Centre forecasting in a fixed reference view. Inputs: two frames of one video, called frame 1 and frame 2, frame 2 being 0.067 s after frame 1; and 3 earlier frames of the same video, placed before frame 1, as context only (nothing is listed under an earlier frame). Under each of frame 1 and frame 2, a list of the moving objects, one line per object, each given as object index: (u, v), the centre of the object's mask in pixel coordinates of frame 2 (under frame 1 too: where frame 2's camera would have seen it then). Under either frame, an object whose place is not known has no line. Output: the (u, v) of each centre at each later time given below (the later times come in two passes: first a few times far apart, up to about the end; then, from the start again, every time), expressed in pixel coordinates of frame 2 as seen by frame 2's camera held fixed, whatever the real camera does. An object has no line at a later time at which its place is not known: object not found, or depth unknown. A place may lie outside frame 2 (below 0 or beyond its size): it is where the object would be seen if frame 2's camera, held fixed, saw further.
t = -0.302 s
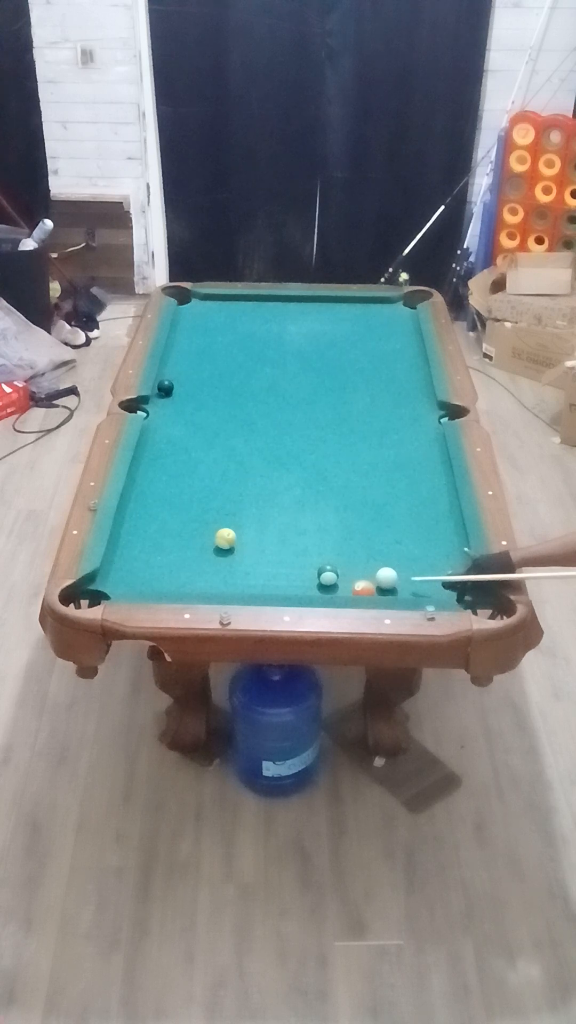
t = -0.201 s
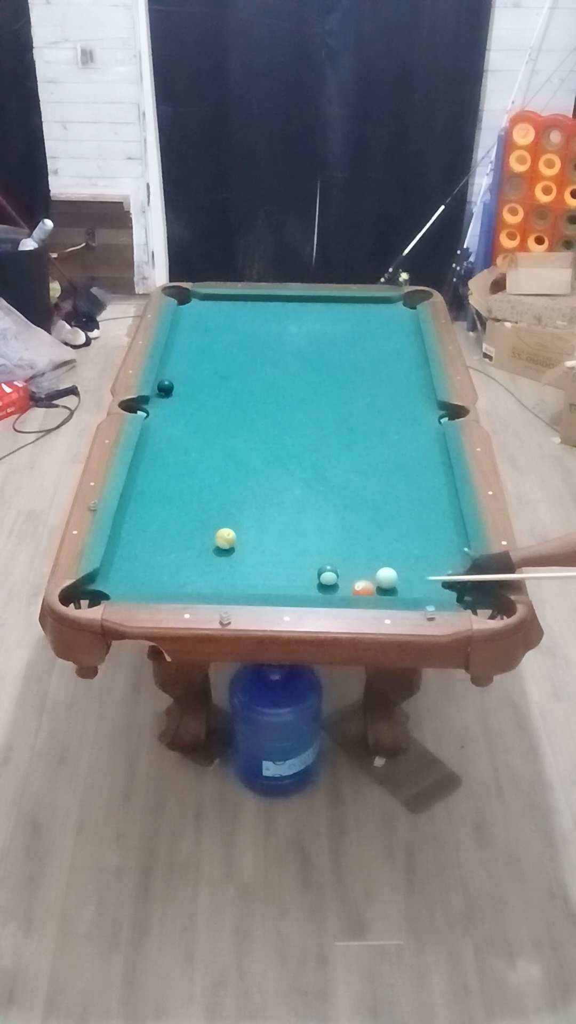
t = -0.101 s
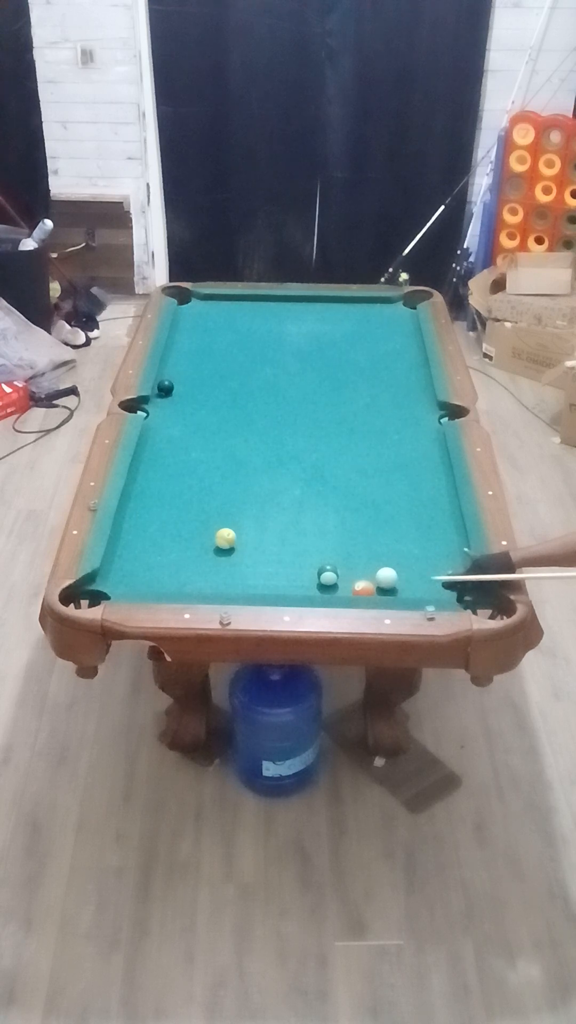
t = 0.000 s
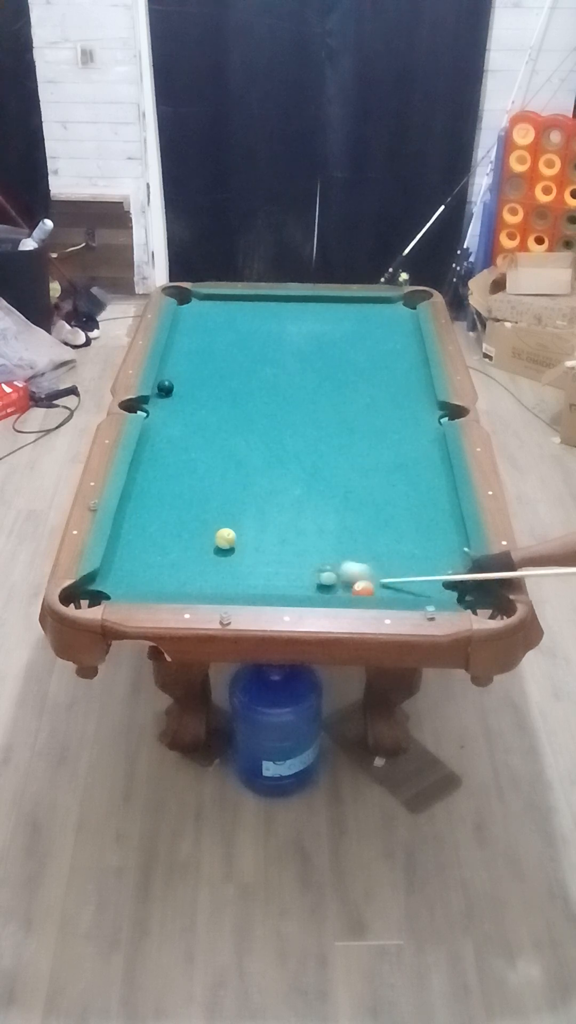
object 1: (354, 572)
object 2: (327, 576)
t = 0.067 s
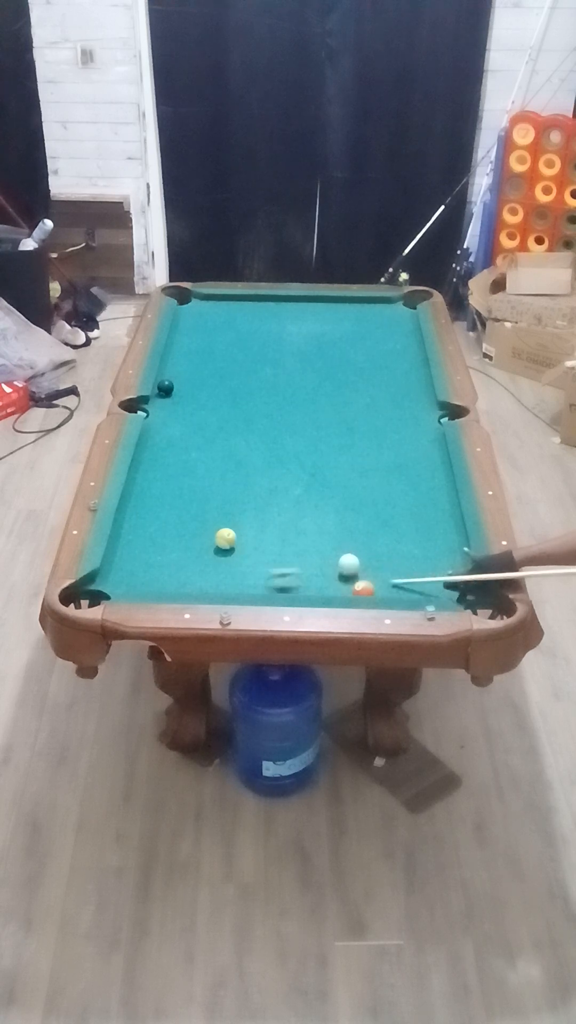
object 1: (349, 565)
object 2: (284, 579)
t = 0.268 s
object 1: (353, 546)
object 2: (171, 583)
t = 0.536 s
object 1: (358, 524)
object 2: (91, 602)
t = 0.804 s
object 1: (363, 505)
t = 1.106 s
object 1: (368, 487)
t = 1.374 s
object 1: (372, 473)
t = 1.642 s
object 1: (375, 461)
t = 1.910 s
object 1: (378, 451)
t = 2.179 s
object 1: (380, 442)
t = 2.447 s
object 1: (380, 436)
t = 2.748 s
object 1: (379, 431)
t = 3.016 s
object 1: (378, 428)
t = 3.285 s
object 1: (377, 427)
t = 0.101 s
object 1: (349, 562)
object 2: (264, 582)
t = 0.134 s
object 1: (350, 559)
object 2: (243, 582)
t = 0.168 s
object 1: (351, 555)
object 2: (226, 582)
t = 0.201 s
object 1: (351, 552)
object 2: (206, 582)
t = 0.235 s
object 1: (352, 549)
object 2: (190, 582)
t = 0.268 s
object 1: (353, 546)
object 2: (171, 583)
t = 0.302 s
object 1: (354, 543)
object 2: (151, 584)
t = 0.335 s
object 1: (354, 541)
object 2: (134, 582)
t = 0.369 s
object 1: (355, 538)
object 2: (117, 584)
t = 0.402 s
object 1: (355, 535)
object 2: (102, 583)
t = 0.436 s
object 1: (356, 532)
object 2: (91, 583)
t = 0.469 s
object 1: (357, 530)
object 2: (91, 588)
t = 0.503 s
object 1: (357, 527)
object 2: (93, 594)
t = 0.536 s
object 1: (358, 524)
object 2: (91, 602)
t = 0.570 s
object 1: (359, 522)
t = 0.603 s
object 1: (359, 519)
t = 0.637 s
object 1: (360, 517)
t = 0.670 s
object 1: (360, 514)
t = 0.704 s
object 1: (361, 512)
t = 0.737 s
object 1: (362, 509)
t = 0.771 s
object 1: (362, 507)
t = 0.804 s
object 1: (363, 505)
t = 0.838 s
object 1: (363, 503)
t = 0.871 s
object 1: (364, 501)
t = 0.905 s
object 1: (365, 499)
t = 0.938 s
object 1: (365, 497)
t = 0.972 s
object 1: (366, 494)
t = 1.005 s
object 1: (366, 492)
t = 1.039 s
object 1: (367, 491)
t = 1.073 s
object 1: (368, 489)
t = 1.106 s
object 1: (368, 487)
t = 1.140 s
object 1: (369, 485)
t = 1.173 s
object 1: (369, 483)
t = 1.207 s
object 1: (370, 481)
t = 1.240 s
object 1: (370, 480)
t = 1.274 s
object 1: (371, 478)
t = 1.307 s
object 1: (371, 476)
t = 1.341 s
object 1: (372, 474)
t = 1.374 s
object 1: (372, 473)
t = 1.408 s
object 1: (373, 471)
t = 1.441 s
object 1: (373, 469)
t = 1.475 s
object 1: (373, 468)
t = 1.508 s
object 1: (374, 466)
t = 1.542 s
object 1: (374, 465)
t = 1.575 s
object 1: (375, 463)
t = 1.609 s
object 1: (375, 462)
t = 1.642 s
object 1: (375, 461)
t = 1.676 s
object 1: (376, 459)
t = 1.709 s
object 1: (376, 458)
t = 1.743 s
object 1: (377, 456)
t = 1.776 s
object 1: (377, 455)
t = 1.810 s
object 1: (377, 454)
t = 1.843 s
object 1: (378, 453)
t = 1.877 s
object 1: (378, 452)
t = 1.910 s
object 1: (378, 451)
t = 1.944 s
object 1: (379, 449)
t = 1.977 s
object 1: (379, 448)
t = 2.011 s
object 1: (379, 447)
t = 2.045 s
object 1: (379, 446)
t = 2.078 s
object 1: (379, 445)
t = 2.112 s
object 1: (380, 444)
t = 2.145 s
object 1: (380, 443)
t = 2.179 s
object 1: (380, 442)
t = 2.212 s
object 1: (380, 441)
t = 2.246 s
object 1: (380, 440)
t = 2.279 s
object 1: (380, 440)
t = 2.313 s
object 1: (380, 439)
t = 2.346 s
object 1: (380, 438)
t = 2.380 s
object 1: (380, 437)
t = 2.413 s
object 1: (380, 437)
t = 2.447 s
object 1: (380, 436)
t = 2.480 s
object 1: (380, 435)
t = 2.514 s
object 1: (380, 435)
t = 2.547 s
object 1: (380, 434)
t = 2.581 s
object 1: (380, 433)
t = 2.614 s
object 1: (380, 433)
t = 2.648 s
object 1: (380, 432)
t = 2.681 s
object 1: (380, 432)
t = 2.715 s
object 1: (380, 431)
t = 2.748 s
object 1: (379, 431)
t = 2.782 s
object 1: (379, 430)
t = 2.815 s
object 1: (379, 430)
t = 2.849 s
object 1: (379, 429)
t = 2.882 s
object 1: (379, 429)
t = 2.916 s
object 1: (379, 428)
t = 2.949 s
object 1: (379, 428)
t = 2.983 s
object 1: (379, 428)
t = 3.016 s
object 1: (378, 428)
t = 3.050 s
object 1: (378, 428)
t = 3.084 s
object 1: (378, 427)
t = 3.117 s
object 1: (378, 427)
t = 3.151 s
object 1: (378, 427)
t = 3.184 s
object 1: (377, 427)
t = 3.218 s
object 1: (377, 427)
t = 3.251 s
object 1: (377, 427)
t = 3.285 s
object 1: (377, 427)
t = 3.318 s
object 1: (377, 426)
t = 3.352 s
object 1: (377, 426)
